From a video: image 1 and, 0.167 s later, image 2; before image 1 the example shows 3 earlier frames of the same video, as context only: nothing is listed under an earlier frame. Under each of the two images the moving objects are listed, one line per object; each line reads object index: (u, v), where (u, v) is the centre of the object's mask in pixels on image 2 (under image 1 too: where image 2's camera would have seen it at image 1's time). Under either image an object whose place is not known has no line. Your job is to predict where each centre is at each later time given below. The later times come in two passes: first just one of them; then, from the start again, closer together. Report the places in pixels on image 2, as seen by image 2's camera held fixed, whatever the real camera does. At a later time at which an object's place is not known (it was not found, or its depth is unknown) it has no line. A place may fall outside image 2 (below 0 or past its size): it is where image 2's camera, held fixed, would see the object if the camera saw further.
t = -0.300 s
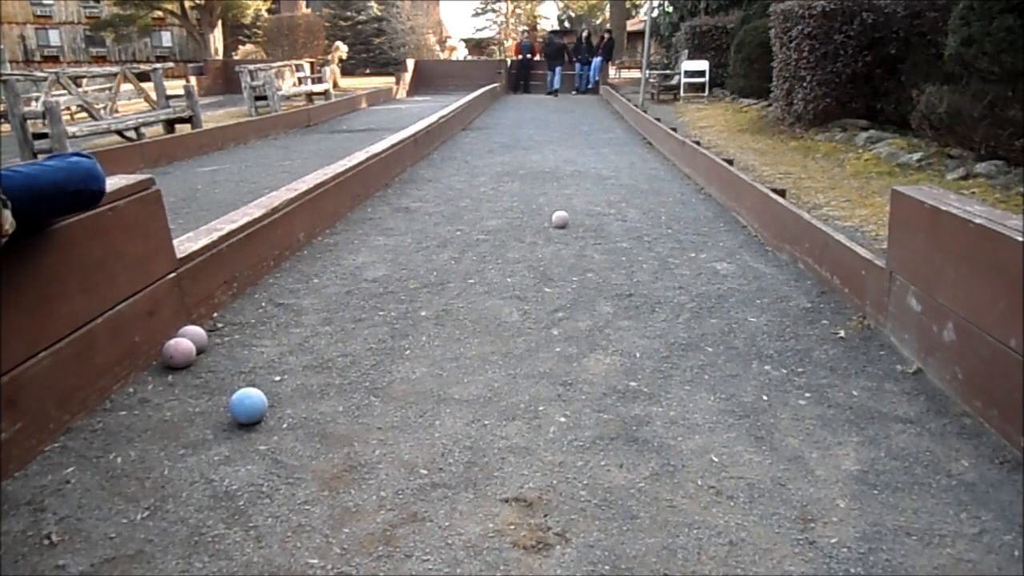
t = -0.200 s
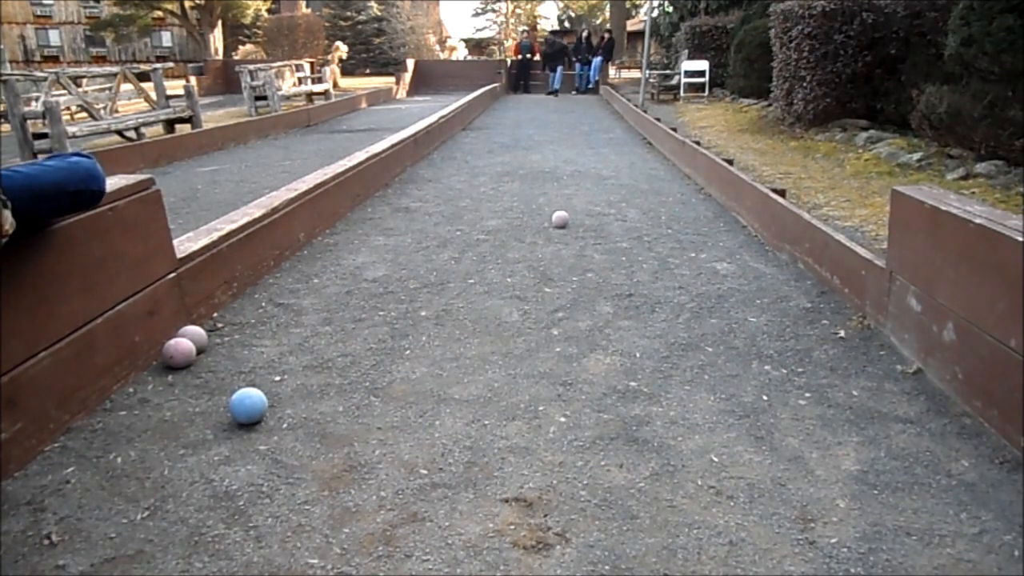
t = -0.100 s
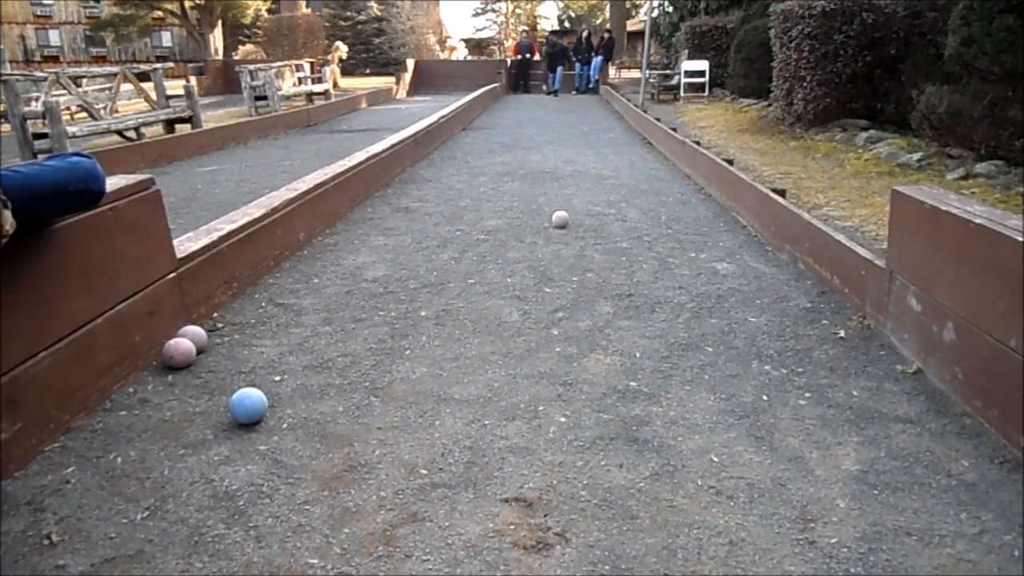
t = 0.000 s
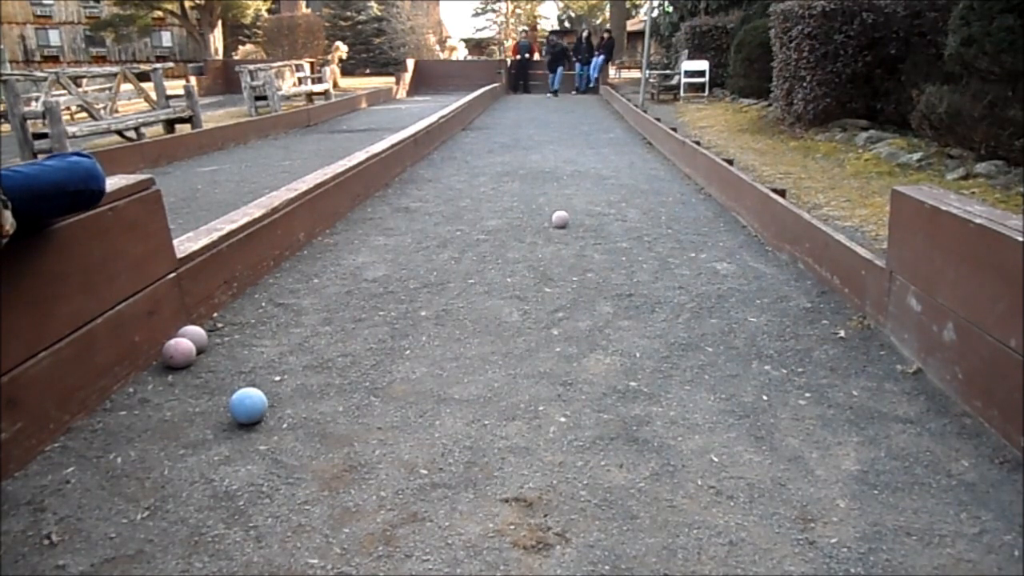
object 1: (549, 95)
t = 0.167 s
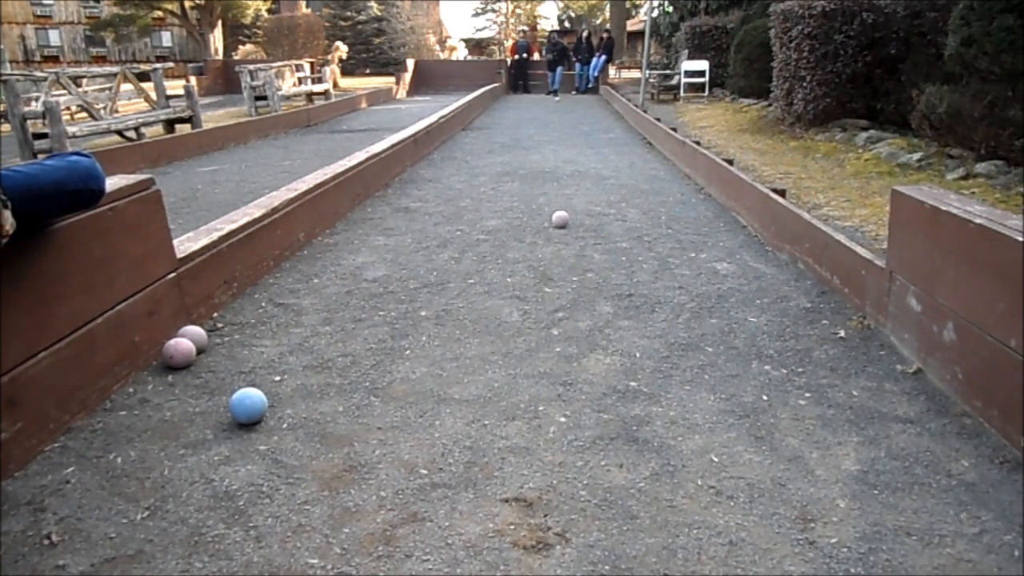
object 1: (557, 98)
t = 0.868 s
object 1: (612, 125)
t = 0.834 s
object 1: (608, 123)
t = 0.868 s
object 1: (612, 125)
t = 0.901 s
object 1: (616, 127)
